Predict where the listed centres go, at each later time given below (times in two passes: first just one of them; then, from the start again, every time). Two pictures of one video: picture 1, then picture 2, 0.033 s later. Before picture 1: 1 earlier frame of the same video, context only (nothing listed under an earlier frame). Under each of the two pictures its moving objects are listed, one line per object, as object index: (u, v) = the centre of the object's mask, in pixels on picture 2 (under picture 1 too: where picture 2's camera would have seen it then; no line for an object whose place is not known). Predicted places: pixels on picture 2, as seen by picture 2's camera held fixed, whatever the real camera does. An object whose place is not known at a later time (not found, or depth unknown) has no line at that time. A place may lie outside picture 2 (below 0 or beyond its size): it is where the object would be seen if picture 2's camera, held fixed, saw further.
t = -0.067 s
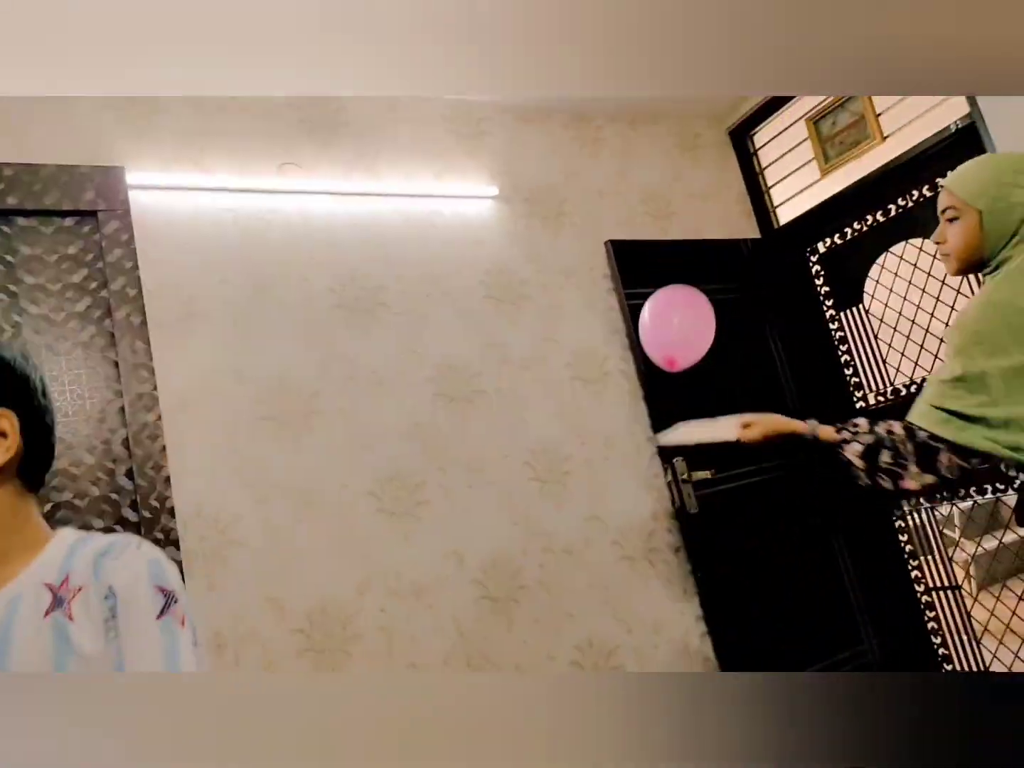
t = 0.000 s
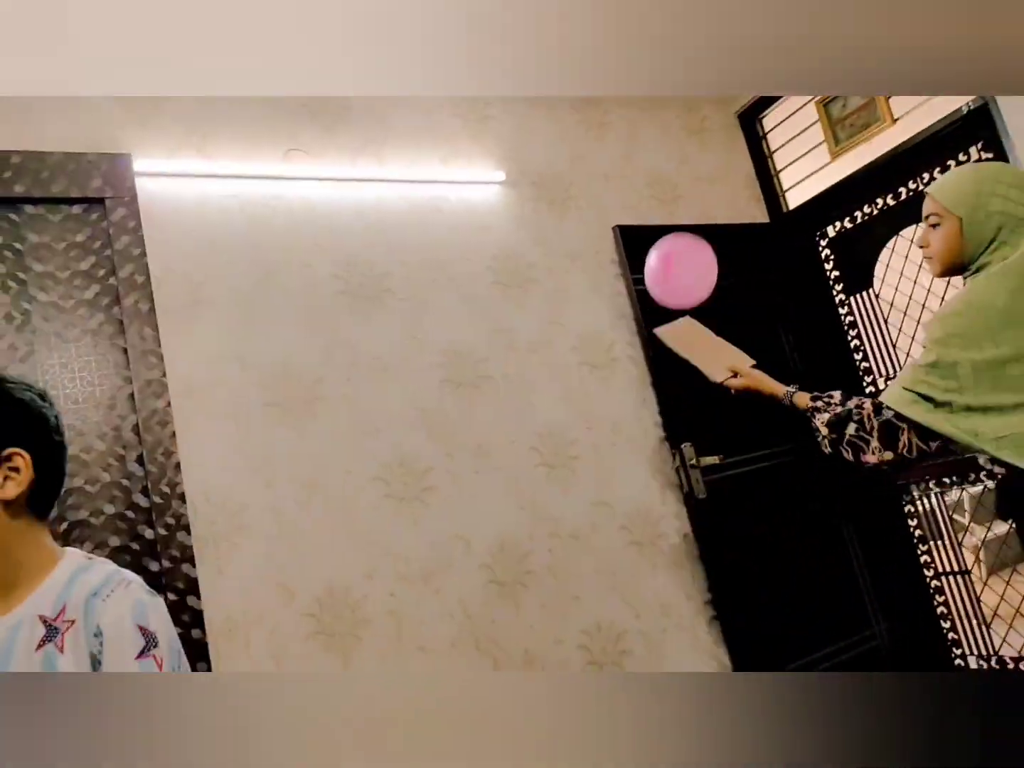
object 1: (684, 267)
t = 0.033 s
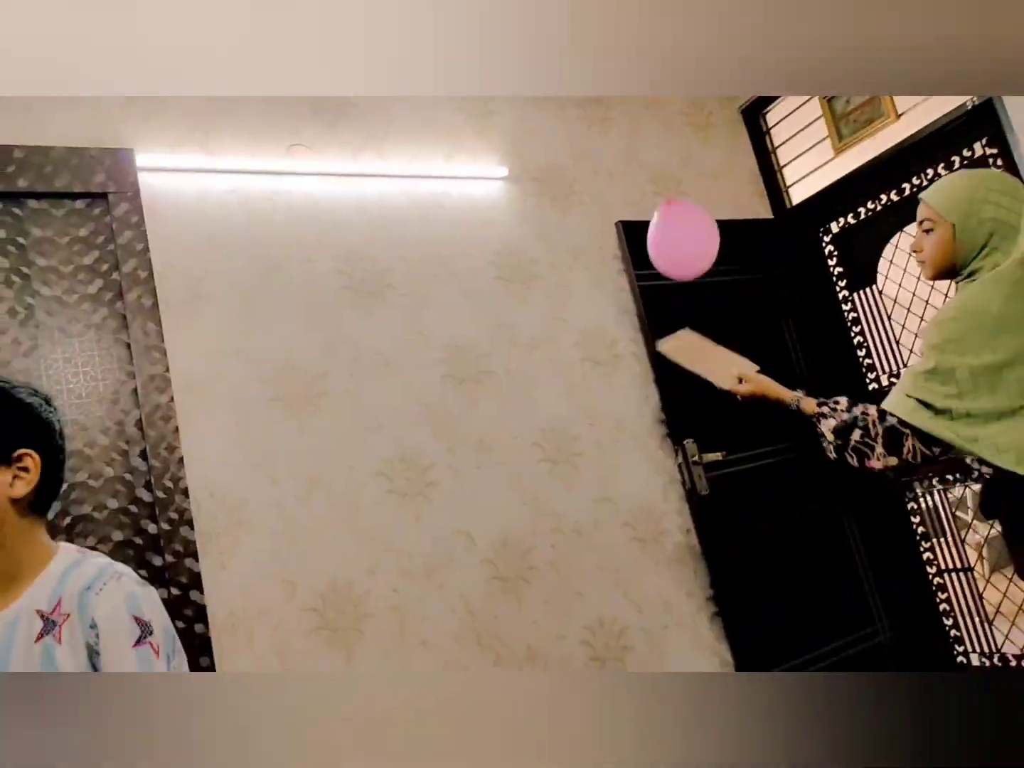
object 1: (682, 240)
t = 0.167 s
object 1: (687, 146)
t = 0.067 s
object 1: (682, 195)
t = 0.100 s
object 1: (683, 179)
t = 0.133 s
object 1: (684, 165)
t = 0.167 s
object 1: (687, 146)
